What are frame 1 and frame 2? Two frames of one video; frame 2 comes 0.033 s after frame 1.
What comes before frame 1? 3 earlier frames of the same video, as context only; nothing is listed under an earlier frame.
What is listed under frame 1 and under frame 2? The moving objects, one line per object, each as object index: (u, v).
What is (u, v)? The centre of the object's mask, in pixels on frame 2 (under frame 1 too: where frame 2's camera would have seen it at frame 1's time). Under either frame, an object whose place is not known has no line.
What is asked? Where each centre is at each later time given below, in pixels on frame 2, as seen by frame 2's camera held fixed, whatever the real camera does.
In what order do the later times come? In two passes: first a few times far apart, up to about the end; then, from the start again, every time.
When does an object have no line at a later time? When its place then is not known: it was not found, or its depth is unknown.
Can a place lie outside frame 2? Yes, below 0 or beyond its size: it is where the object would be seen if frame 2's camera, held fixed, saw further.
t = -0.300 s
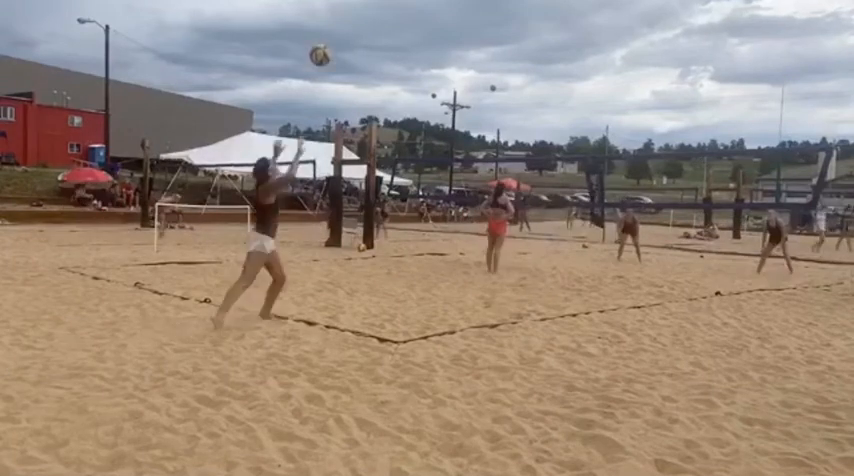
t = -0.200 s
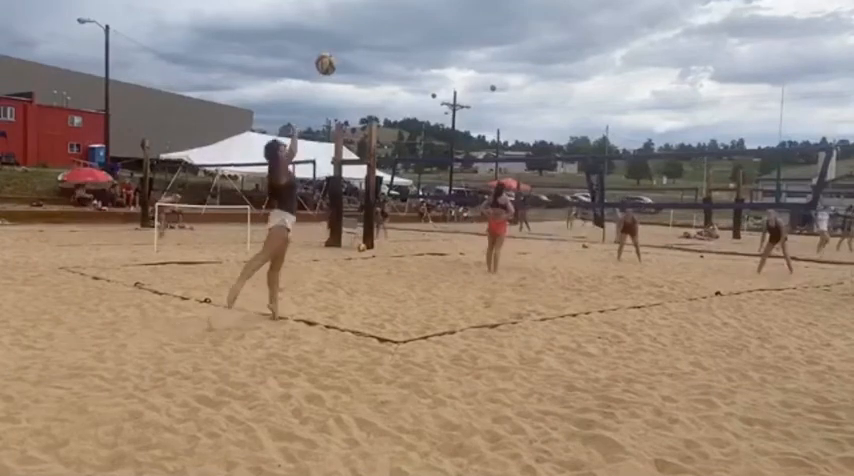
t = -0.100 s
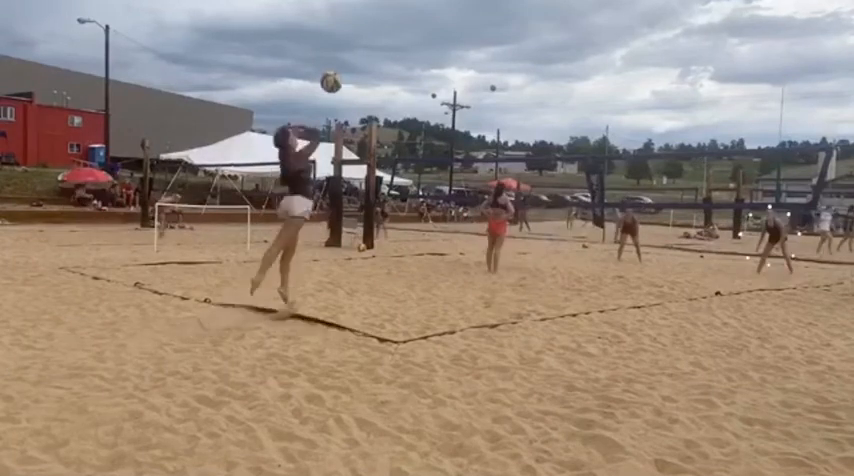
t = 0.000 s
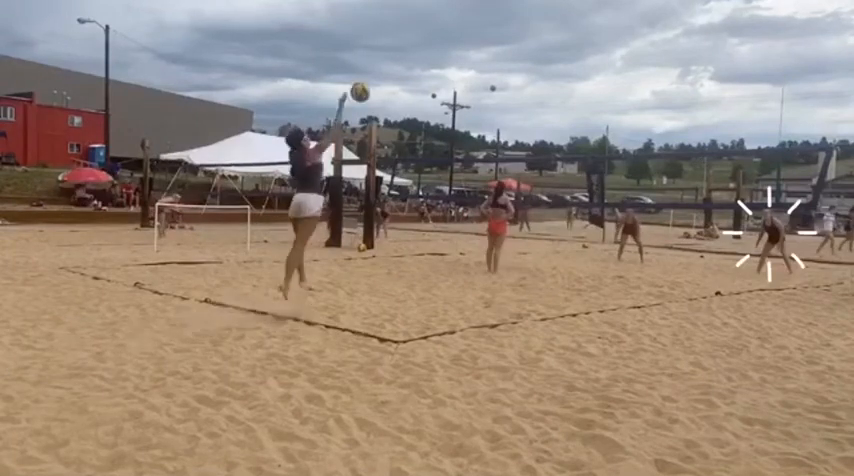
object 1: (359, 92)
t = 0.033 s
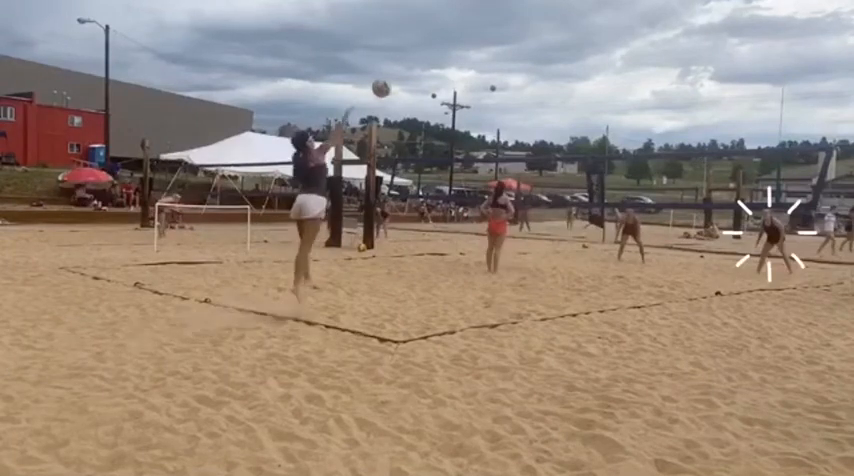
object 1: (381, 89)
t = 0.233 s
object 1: (468, 84)
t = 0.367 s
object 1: (500, 96)
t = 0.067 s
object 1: (399, 86)
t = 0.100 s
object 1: (417, 84)
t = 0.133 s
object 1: (432, 83)
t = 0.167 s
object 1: (445, 82)
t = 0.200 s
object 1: (458, 83)
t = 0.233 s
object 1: (468, 84)
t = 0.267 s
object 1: (479, 87)
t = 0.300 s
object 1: (487, 89)
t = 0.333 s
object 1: (493, 92)
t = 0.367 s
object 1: (500, 96)
